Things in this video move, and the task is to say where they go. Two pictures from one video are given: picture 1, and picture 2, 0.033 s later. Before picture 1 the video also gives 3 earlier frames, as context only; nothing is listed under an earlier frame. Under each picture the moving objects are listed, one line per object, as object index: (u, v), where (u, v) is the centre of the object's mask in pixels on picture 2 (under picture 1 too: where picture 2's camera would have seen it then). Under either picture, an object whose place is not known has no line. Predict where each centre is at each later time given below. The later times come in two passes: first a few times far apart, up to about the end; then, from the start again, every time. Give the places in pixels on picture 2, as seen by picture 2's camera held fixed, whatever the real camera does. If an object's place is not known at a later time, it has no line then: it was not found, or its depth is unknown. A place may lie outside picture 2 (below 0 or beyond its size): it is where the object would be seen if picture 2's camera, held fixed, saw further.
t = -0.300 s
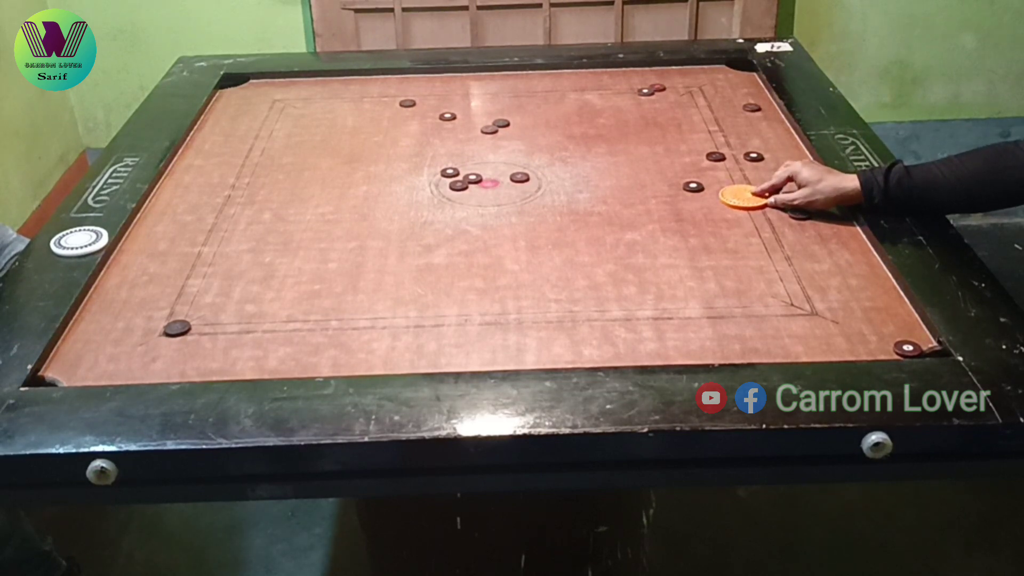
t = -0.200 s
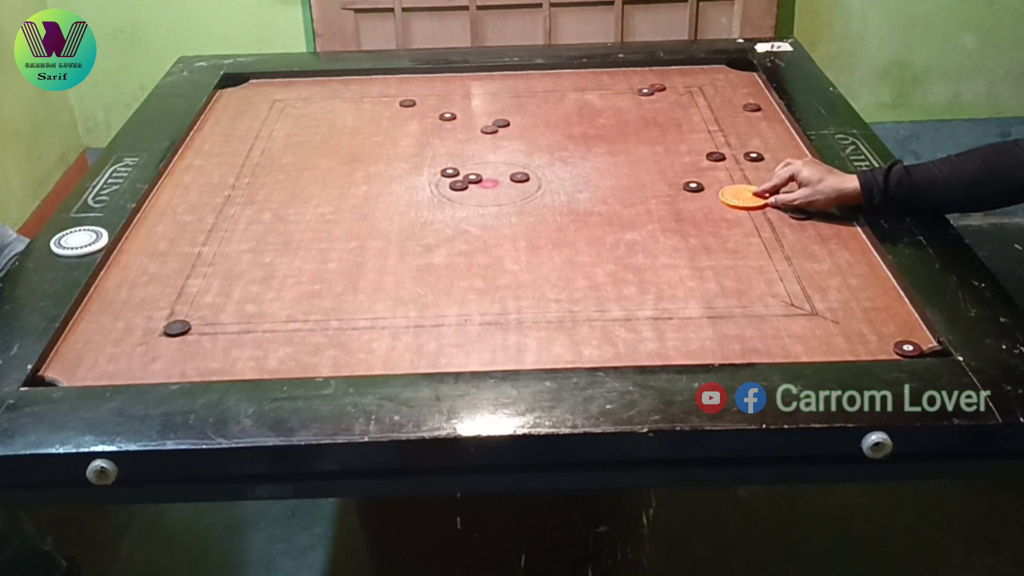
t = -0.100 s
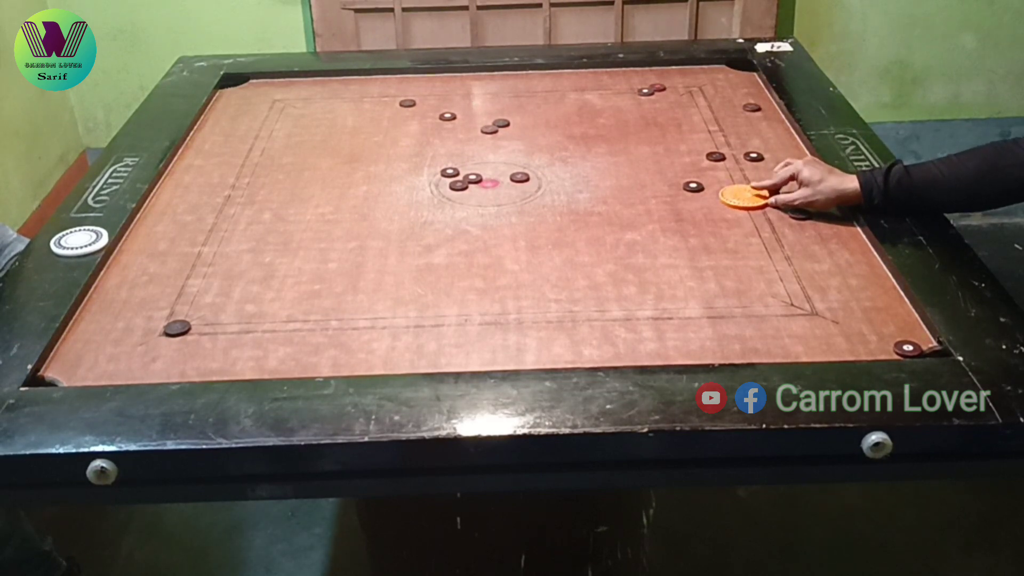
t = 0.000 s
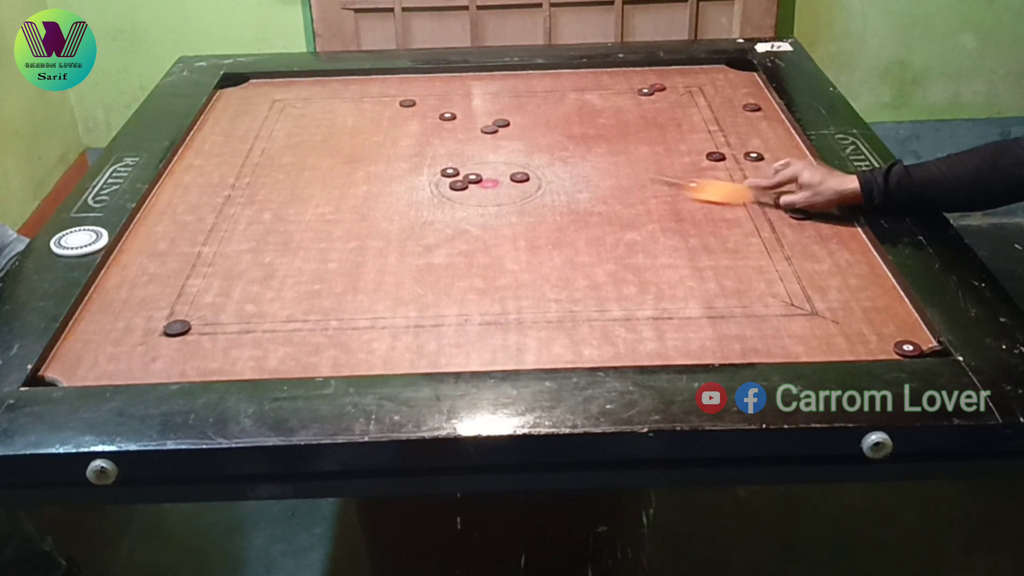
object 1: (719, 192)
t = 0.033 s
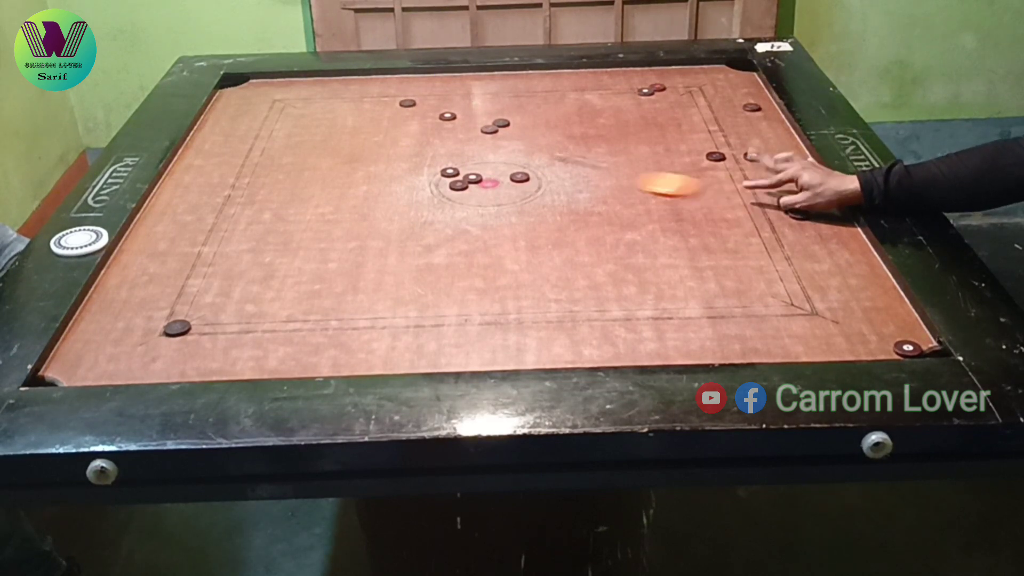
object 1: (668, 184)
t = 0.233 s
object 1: (423, 144)
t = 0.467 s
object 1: (256, 106)
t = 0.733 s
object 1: (467, 84)
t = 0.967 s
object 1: (612, 100)
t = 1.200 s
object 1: (746, 114)
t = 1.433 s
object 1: (721, 133)
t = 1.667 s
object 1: (696, 143)
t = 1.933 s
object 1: (696, 143)
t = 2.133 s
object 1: (696, 143)
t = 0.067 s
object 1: (622, 177)
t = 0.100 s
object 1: (580, 170)
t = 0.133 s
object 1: (540, 163)
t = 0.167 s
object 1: (499, 157)
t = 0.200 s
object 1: (462, 151)
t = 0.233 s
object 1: (423, 144)
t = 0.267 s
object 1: (386, 138)
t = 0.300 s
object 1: (353, 132)
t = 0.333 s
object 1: (318, 126)
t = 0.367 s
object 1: (285, 121)
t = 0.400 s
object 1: (253, 116)
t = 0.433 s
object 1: (227, 111)
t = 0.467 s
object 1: (256, 106)
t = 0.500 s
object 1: (285, 101)
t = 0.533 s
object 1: (315, 96)
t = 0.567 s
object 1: (344, 91)
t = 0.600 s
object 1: (370, 87)
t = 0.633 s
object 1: (398, 83)
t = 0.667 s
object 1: (423, 79)
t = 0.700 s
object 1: (445, 82)
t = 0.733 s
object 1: (467, 84)
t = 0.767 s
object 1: (488, 87)
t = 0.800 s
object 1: (509, 89)
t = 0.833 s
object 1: (531, 91)
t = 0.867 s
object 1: (550, 94)
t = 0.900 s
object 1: (570, 96)
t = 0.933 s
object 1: (592, 98)
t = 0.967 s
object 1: (612, 100)
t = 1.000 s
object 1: (632, 102)
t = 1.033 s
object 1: (653, 104)
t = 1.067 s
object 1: (671, 106)
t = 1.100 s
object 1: (692, 108)
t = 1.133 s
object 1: (711, 110)
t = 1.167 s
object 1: (729, 111)
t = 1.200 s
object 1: (746, 114)
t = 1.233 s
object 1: (761, 116)
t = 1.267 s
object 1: (757, 119)
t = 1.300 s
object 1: (748, 123)
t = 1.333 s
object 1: (741, 126)
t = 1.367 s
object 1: (733, 129)
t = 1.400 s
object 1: (727, 131)
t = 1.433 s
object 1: (721, 133)
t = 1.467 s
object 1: (715, 136)
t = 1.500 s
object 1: (710, 138)
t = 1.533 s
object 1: (706, 140)
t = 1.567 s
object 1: (703, 141)
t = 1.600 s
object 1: (700, 142)
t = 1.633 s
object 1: (697, 143)
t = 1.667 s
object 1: (696, 143)
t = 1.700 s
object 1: (696, 143)
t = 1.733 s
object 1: (696, 143)
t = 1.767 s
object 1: (696, 143)
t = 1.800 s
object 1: (696, 143)
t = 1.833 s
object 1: (696, 143)
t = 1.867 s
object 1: (696, 143)
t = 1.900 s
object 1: (696, 143)
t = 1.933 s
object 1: (696, 143)
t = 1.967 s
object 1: (696, 143)
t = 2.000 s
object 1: (696, 142)
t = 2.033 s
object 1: (696, 143)
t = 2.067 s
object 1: (696, 143)
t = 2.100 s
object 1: (696, 143)
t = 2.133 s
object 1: (696, 143)
